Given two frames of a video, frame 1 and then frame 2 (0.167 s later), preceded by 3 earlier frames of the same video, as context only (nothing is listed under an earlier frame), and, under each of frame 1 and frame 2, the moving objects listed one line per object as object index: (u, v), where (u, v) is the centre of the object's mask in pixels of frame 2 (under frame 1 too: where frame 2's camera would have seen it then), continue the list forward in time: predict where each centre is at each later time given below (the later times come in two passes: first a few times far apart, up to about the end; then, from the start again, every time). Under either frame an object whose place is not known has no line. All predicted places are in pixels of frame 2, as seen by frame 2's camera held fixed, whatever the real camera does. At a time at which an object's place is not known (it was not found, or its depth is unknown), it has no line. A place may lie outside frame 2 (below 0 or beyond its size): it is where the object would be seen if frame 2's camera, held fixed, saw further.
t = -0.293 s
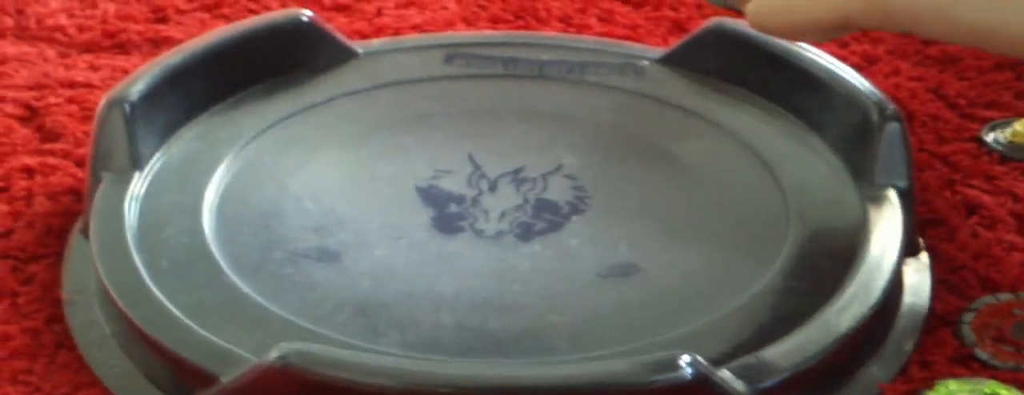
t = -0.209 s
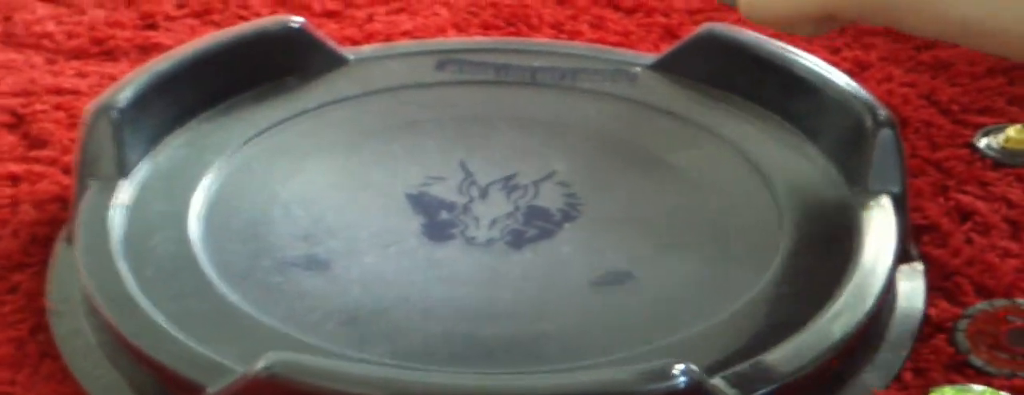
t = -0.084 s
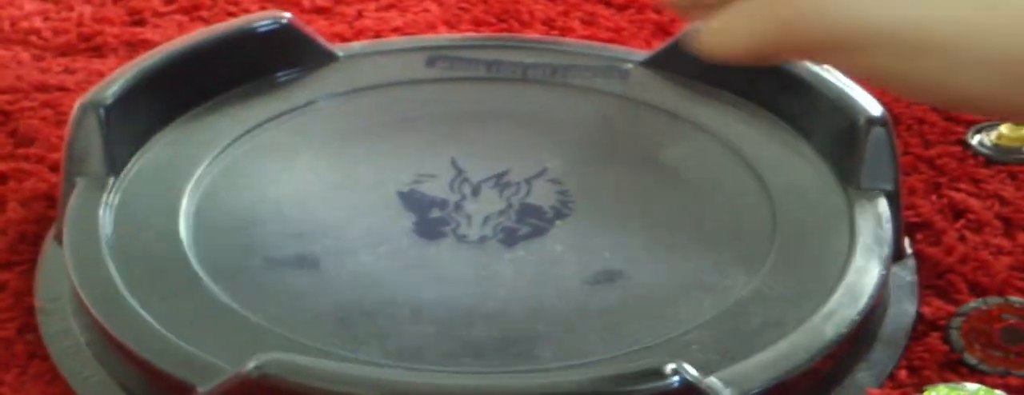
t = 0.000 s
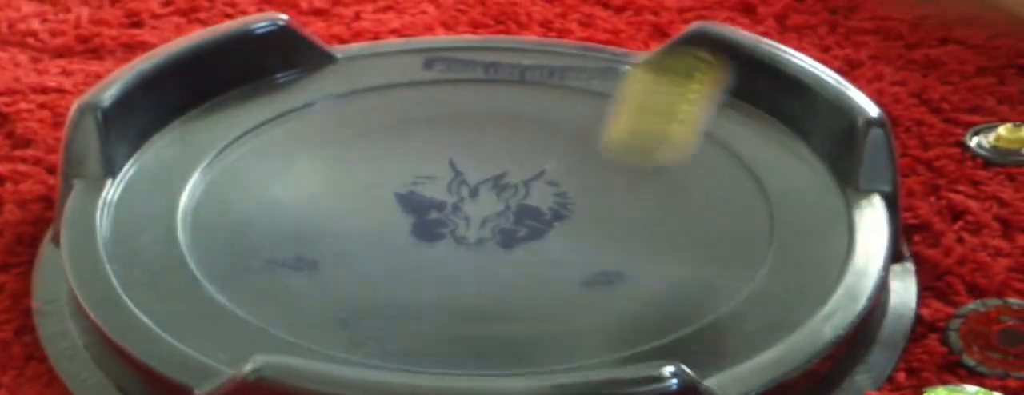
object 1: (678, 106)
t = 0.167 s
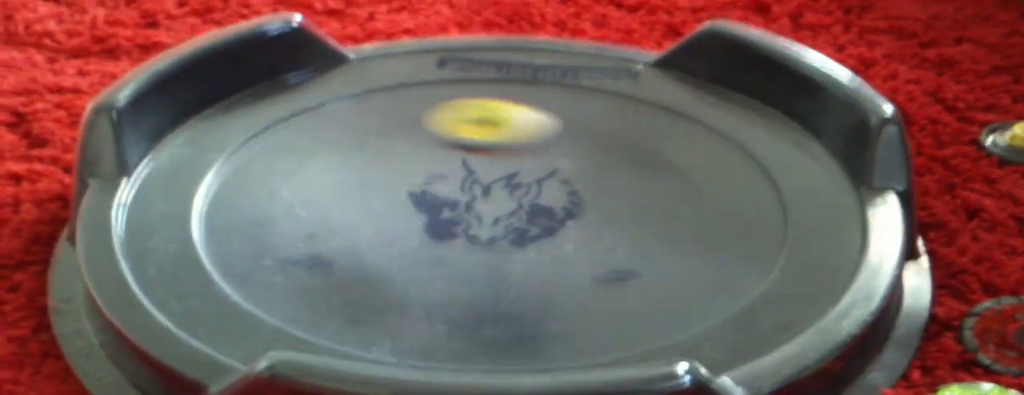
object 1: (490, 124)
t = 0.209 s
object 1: (443, 133)
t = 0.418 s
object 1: (305, 153)
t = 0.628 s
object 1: (346, 246)
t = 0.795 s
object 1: (520, 306)
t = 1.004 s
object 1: (702, 223)
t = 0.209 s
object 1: (443, 133)
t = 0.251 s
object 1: (399, 151)
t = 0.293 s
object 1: (366, 135)
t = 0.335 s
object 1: (341, 133)
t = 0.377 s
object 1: (318, 148)
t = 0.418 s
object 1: (305, 153)
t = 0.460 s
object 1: (296, 165)
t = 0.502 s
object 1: (299, 181)
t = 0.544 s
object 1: (309, 199)
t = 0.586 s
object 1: (325, 221)
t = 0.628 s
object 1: (346, 246)
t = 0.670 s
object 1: (373, 268)
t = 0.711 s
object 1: (412, 288)
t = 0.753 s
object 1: (463, 302)
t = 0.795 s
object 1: (520, 306)
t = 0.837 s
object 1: (577, 302)
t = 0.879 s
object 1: (628, 291)
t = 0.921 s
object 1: (667, 272)
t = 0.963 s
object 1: (692, 250)
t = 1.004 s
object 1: (702, 223)
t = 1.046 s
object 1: (696, 195)
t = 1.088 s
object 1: (673, 167)
